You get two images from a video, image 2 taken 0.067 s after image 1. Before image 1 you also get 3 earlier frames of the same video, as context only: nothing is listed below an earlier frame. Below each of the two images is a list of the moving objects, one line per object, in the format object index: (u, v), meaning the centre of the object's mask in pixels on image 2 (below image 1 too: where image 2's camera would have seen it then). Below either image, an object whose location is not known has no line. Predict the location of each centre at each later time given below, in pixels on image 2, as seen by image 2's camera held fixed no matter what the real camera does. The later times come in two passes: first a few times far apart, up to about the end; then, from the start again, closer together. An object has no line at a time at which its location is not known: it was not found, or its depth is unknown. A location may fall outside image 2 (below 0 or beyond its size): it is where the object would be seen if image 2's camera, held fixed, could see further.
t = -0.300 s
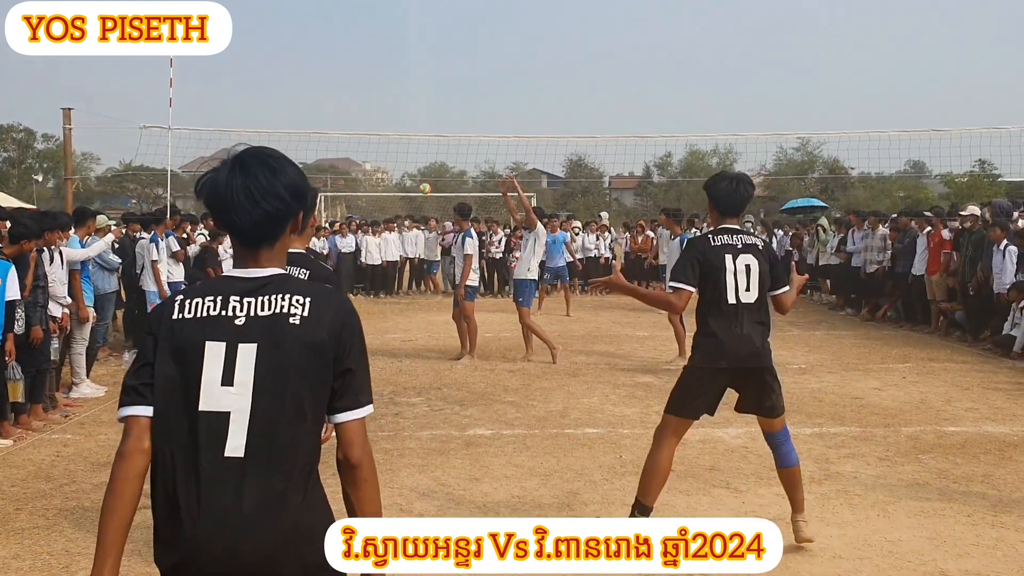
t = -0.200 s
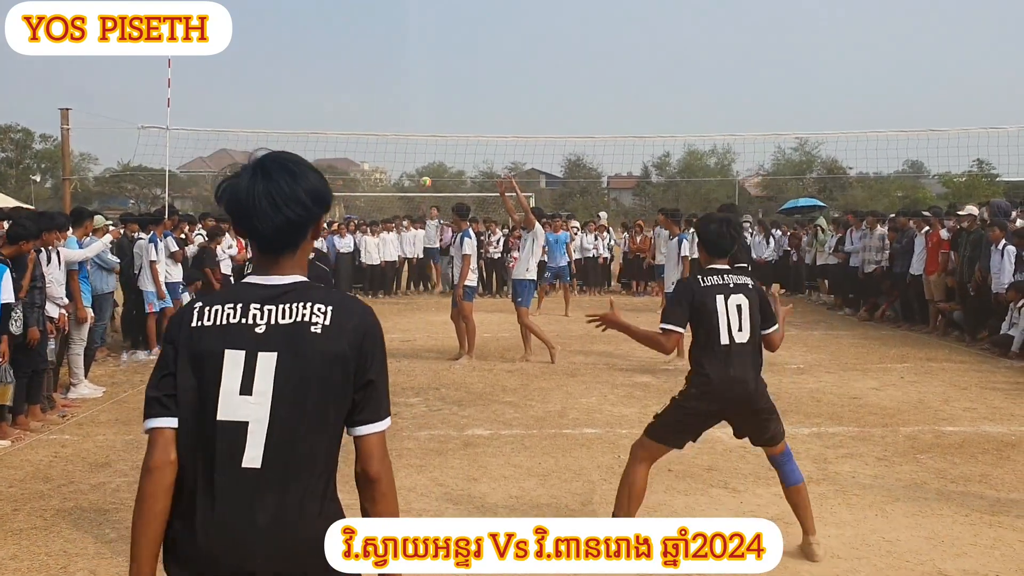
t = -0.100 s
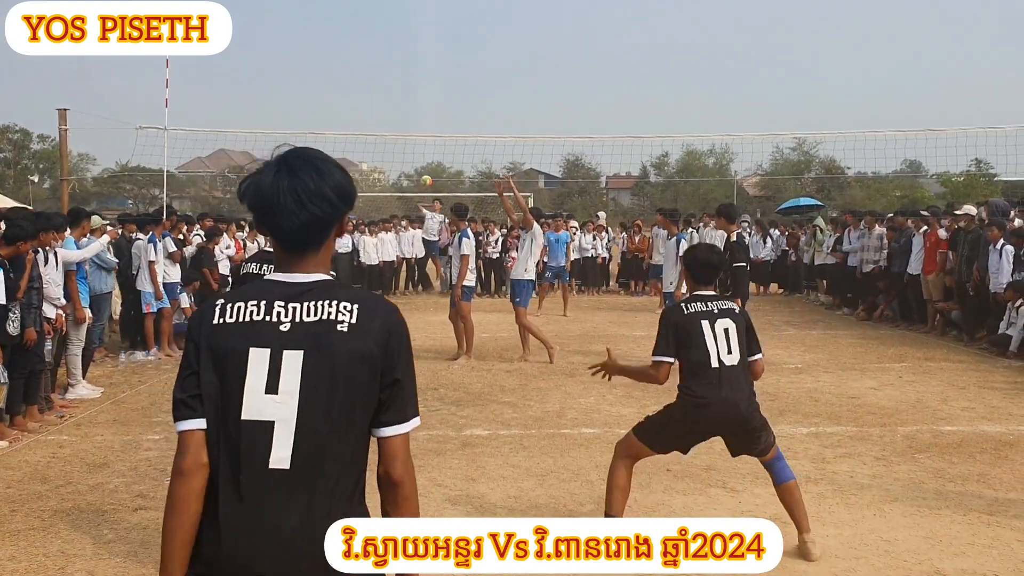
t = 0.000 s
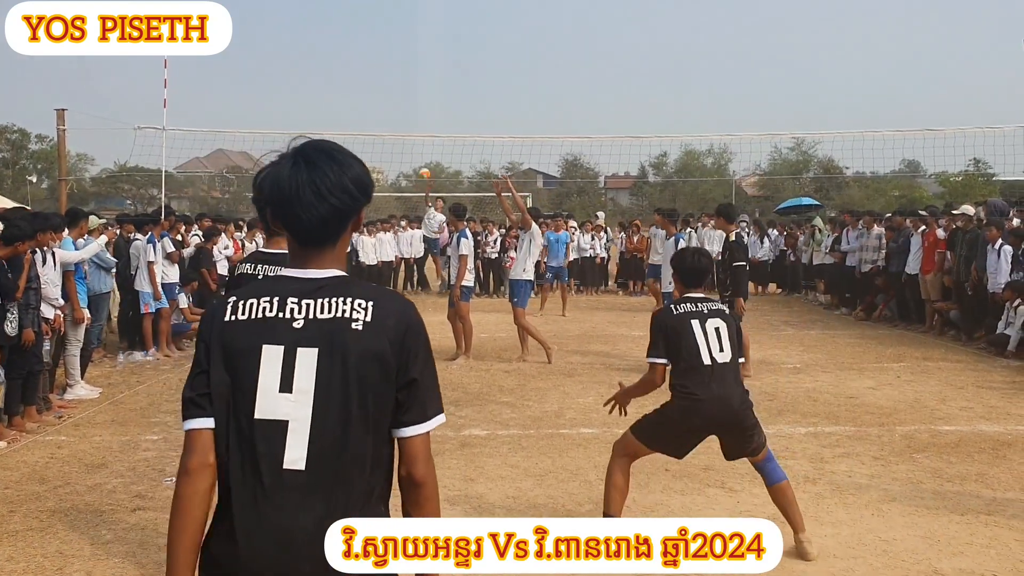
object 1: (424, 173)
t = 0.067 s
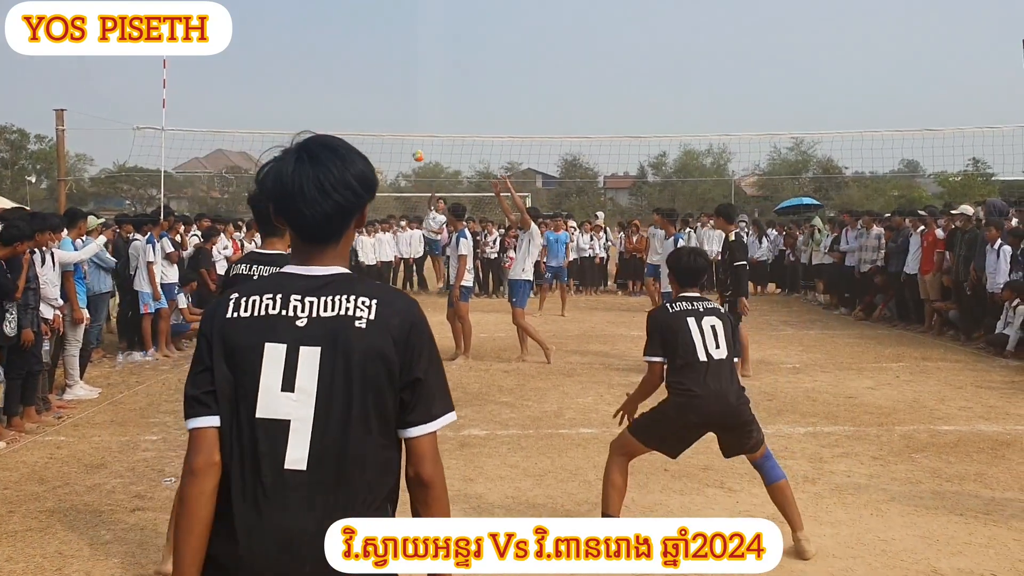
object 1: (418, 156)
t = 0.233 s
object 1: (402, 113)
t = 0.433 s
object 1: (372, 74)
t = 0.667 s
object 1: (316, 56)
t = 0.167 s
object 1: (409, 129)
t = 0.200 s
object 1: (406, 121)
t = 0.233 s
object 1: (402, 113)
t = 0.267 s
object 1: (398, 106)
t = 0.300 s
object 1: (393, 98)
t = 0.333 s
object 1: (389, 92)
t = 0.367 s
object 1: (383, 85)
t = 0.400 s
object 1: (378, 79)
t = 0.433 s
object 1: (372, 74)
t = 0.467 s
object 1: (365, 69)
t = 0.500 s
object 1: (358, 65)
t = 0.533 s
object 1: (351, 62)
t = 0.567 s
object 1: (343, 59)
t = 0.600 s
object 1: (335, 57)
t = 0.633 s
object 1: (326, 56)
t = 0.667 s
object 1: (316, 56)
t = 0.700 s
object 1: (305, 57)
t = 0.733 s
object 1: (294, 60)
